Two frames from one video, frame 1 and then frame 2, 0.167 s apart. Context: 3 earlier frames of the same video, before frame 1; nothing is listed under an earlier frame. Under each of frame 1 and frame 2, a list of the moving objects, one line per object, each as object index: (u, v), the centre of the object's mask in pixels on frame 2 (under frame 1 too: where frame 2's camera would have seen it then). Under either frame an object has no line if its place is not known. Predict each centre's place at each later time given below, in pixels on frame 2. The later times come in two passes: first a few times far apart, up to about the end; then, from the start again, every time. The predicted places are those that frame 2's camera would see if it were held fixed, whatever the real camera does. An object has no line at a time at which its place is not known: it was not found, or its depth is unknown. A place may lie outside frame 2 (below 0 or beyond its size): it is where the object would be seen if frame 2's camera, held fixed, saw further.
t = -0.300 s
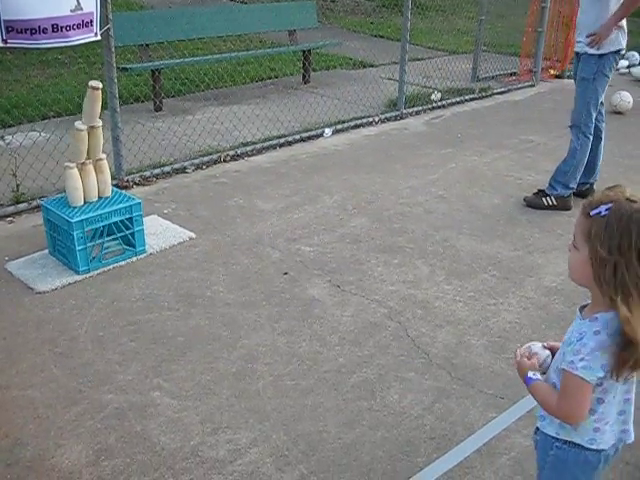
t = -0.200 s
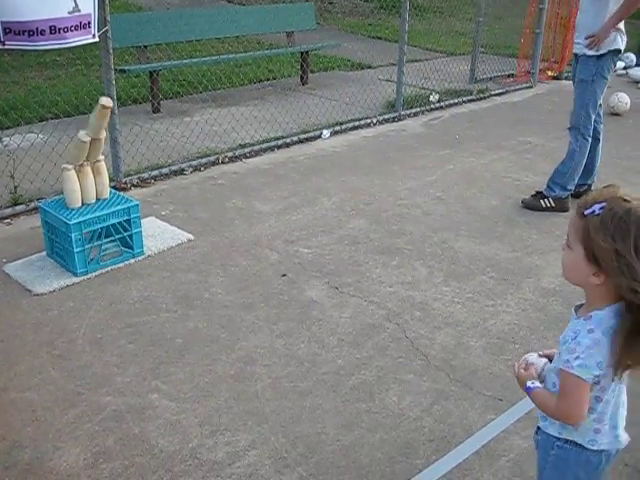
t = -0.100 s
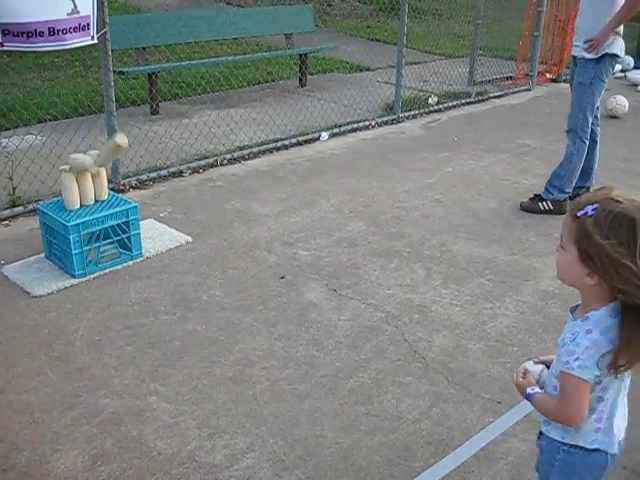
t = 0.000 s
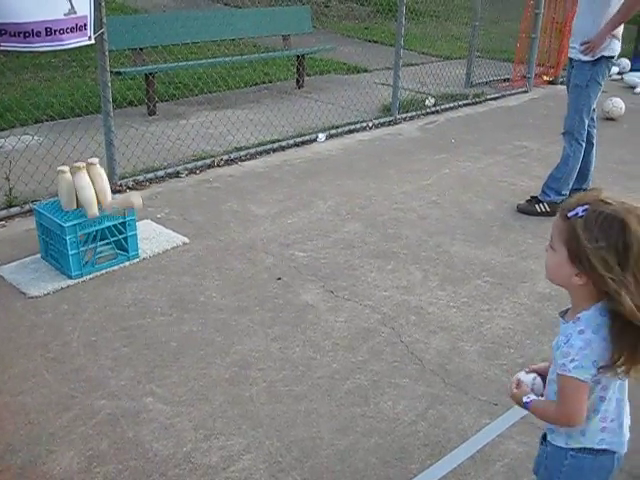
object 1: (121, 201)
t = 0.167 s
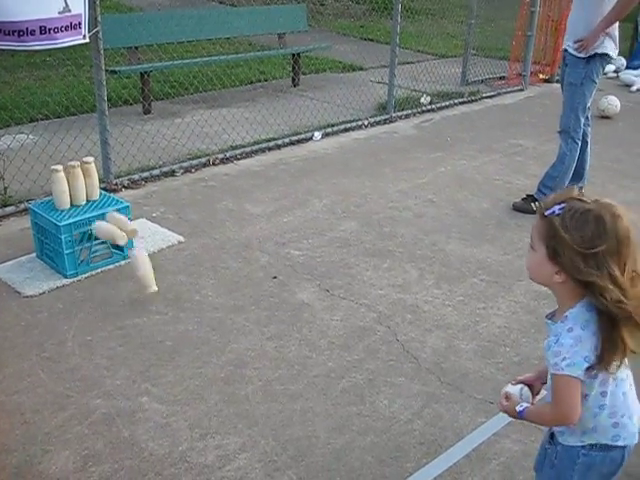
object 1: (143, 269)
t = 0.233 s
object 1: (147, 254)
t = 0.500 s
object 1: (230, 329)
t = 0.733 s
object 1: (267, 340)
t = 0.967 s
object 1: (300, 327)
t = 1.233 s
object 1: (312, 307)
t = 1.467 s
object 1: (315, 292)
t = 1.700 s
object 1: (311, 279)
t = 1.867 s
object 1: (308, 271)
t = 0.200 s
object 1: (146, 258)
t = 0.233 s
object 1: (147, 254)
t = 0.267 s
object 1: (157, 256)
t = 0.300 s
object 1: (169, 260)
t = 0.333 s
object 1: (178, 265)
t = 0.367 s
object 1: (188, 273)
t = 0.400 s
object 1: (199, 285)
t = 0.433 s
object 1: (210, 299)
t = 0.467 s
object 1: (221, 316)
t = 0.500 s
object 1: (230, 329)
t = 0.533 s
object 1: (236, 330)
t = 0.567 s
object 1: (241, 328)
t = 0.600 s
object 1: (246, 328)
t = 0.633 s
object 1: (251, 332)
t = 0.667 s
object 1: (256, 336)
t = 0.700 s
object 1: (260, 339)
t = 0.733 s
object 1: (267, 340)
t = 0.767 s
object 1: (274, 338)
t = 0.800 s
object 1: (281, 338)
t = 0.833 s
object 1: (286, 336)
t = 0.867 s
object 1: (290, 334)
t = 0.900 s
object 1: (294, 333)
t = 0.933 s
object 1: (297, 330)
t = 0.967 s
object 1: (300, 327)
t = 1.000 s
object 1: (303, 325)
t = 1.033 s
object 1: (304, 322)
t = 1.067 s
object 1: (306, 320)
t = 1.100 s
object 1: (308, 317)
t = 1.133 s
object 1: (309, 315)
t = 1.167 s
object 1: (310, 312)
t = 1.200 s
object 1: (311, 310)
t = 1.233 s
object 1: (312, 307)
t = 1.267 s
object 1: (313, 305)
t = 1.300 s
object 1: (313, 303)
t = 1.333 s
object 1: (314, 301)
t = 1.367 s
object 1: (314, 299)
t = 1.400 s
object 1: (314, 296)
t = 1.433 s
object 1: (315, 294)
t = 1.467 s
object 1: (315, 292)
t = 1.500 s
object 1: (315, 290)
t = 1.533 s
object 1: (314, 288)
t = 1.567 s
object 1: (314, 286)
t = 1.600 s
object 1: (313, 284)
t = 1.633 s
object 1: (313, 282)
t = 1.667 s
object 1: (312, 281)
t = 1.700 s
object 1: (311, 279)
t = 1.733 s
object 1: (311, 277)
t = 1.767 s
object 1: (311, 276)
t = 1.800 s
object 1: (310, 274)
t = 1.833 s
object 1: (309, 272)
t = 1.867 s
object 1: (308, 271)
